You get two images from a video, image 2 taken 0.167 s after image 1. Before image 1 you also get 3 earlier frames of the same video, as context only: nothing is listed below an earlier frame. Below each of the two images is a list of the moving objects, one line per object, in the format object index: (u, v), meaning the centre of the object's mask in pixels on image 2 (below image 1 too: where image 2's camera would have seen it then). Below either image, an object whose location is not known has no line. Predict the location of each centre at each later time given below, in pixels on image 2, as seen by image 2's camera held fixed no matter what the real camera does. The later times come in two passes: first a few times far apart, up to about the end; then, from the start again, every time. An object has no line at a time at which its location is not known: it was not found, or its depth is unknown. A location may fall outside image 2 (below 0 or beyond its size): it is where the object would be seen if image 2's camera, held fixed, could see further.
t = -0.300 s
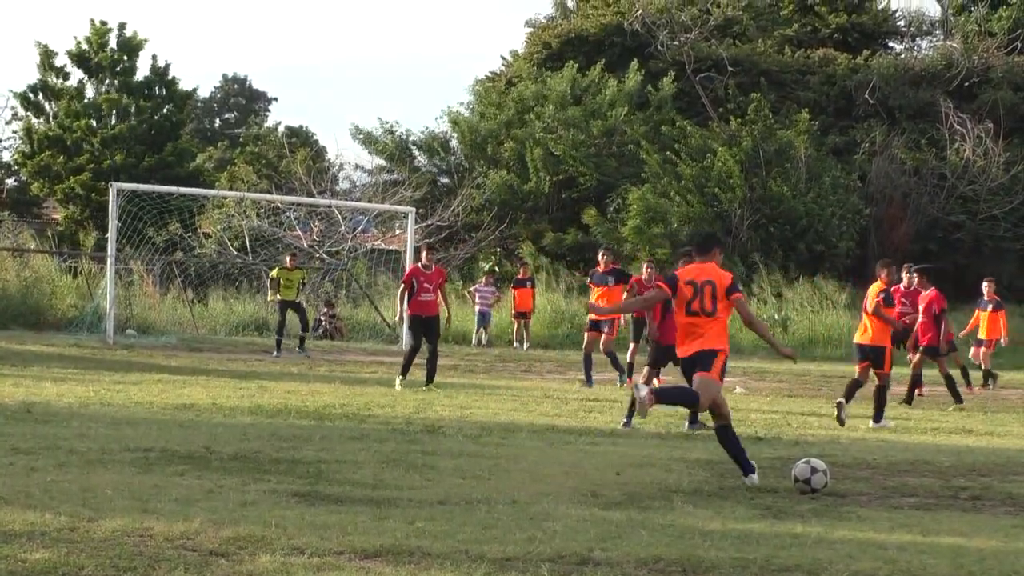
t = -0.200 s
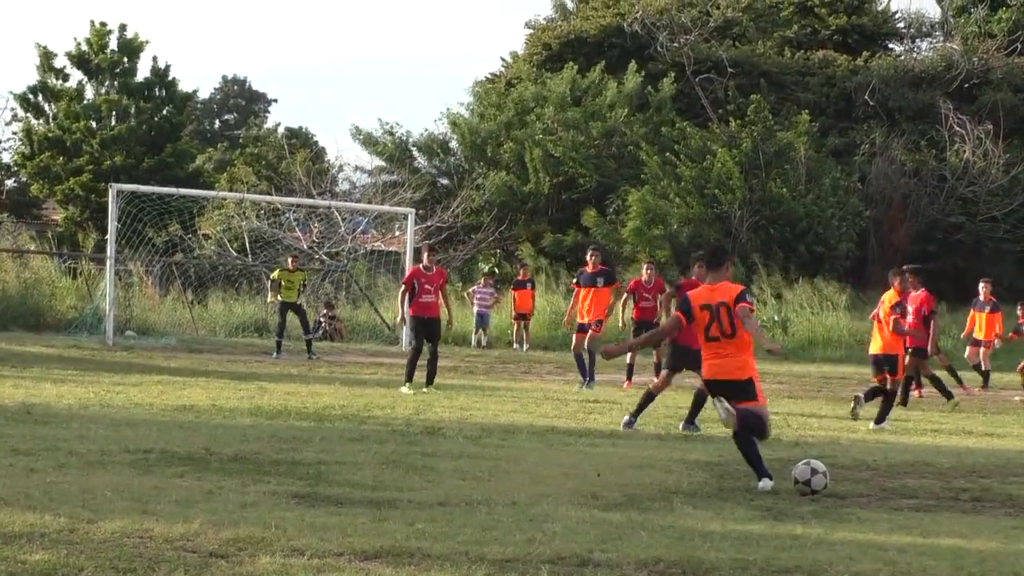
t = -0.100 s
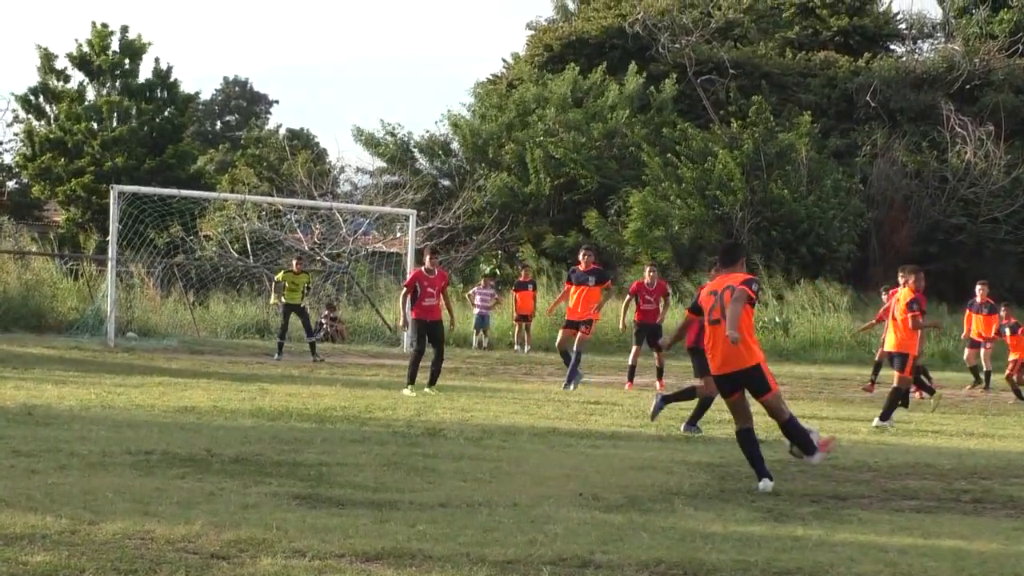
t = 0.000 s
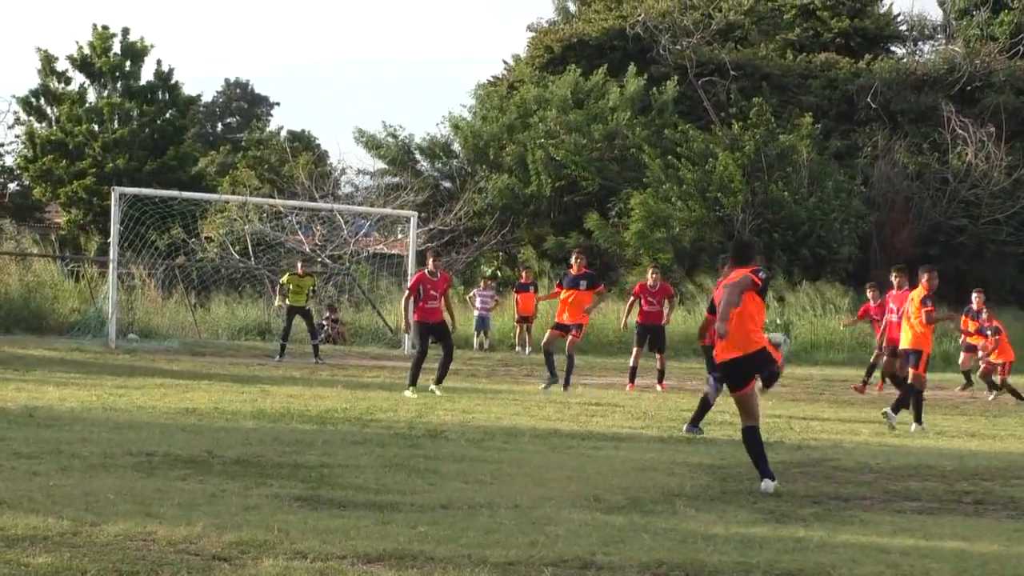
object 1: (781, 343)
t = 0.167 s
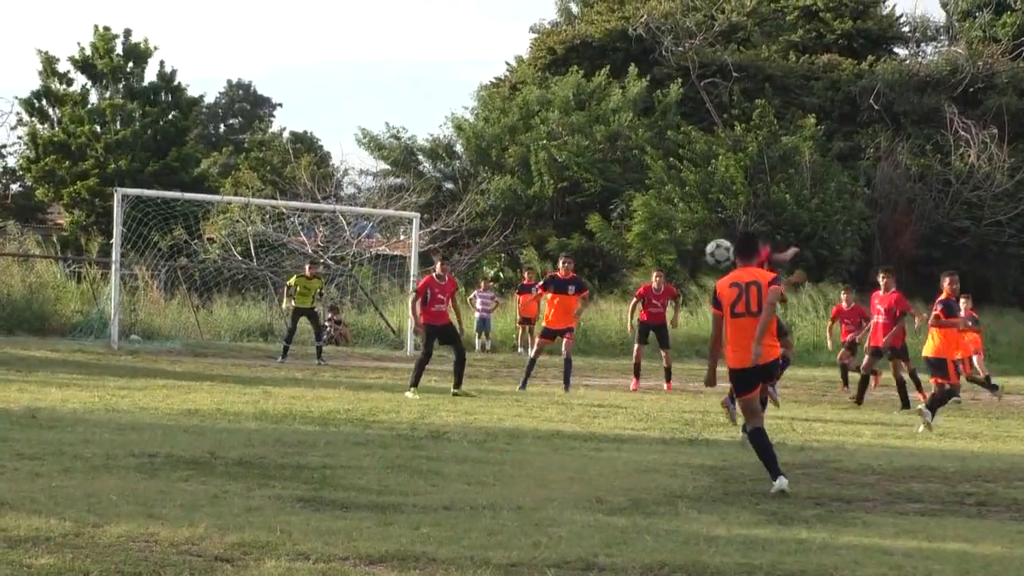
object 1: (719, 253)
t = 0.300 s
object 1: (675, 214)
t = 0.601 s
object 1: (572, 209)
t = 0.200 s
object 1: (708, 240)
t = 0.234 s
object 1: (697, 230)
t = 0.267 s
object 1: (685, 222)
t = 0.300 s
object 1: (675, 214)
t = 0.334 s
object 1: (662, 208)
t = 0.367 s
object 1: (650, 203)
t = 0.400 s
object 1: (639, 201)
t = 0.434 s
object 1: (627, 200)
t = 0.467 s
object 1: (616, 200)
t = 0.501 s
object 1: (606, 201)
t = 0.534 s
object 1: (594, 201)
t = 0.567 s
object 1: (583, 205)
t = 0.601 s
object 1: (572, 209)
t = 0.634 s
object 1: (560, 213)
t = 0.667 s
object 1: (549, 218)
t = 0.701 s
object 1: (538, 224)
